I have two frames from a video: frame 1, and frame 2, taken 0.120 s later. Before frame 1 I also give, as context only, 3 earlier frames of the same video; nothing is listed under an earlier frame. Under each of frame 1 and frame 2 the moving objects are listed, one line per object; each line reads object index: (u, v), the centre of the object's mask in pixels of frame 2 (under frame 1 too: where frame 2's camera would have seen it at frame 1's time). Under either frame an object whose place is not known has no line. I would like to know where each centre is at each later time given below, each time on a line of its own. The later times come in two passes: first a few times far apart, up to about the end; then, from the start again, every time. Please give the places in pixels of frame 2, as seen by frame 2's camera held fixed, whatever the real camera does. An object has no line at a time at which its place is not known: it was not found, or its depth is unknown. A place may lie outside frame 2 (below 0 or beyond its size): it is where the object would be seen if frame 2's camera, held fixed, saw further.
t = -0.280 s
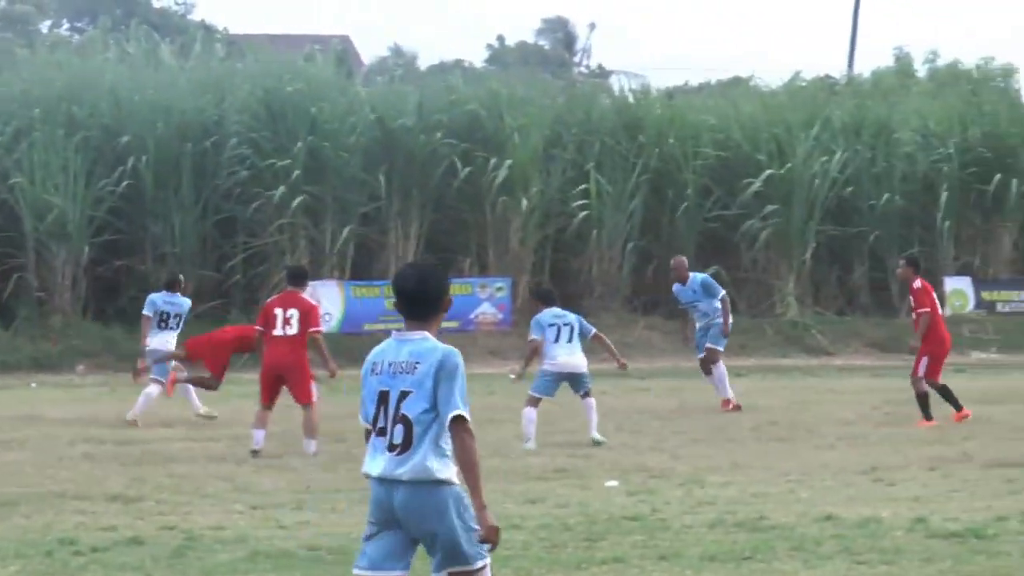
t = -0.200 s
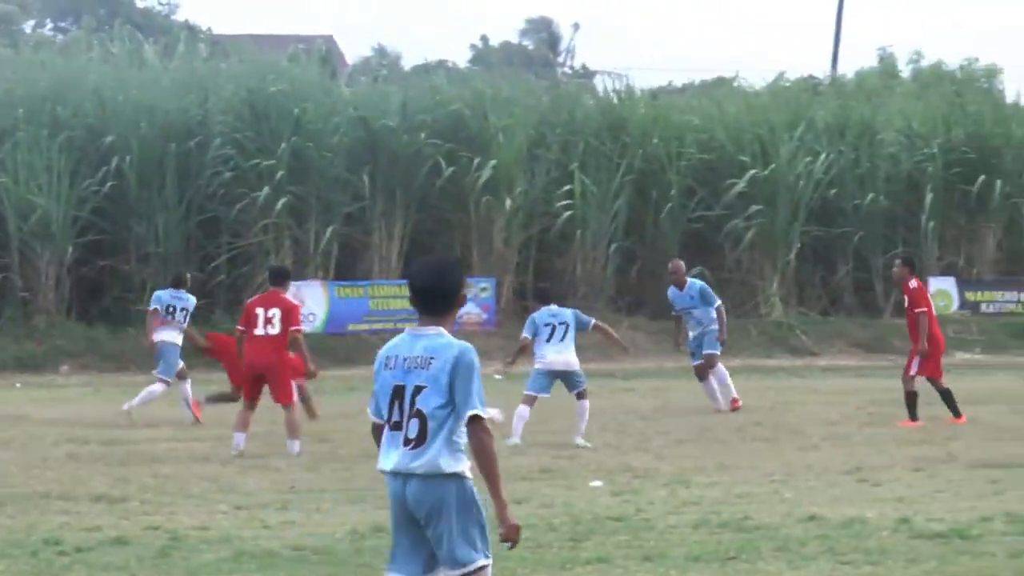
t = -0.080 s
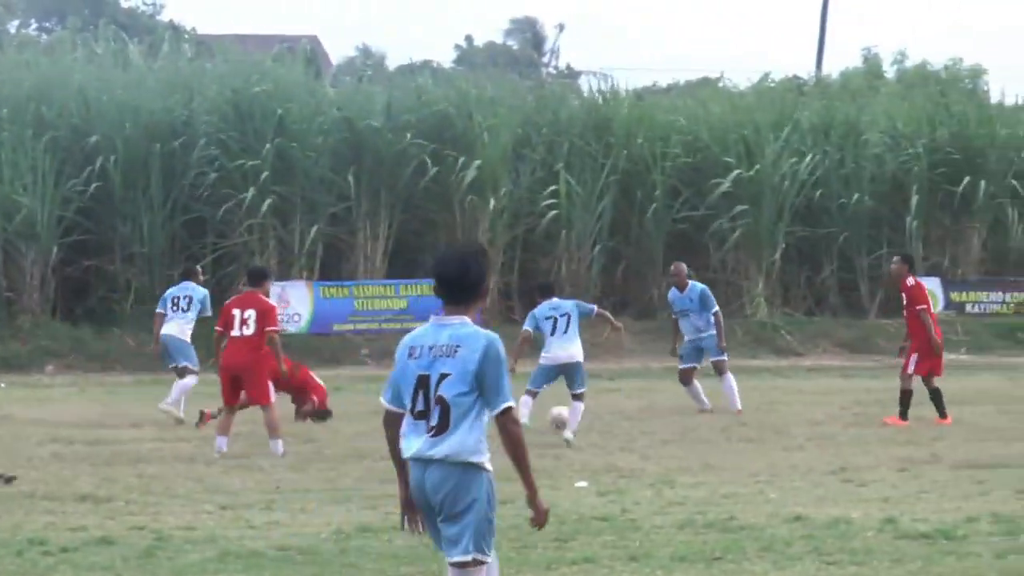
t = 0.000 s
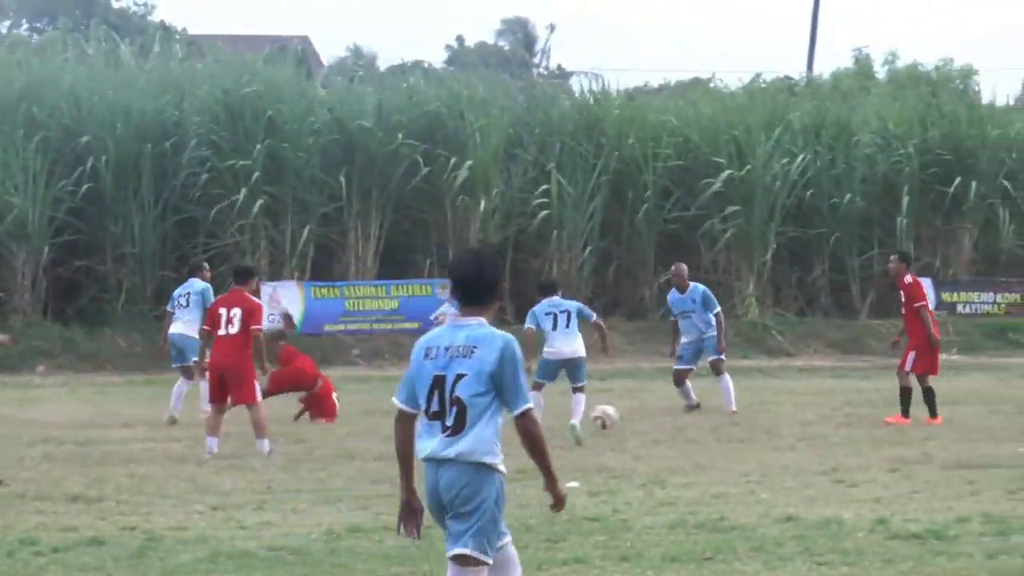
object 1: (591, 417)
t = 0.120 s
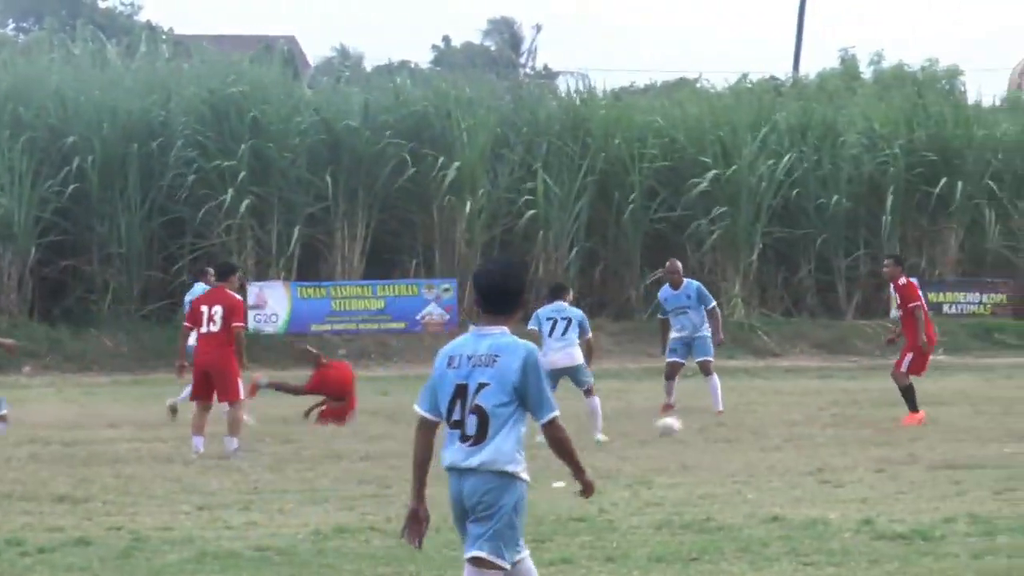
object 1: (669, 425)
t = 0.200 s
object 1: (716, 410)
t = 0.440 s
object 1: (859, 398)
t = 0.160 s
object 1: (694, 418)
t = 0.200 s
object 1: (716, 410)
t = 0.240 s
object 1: (740, 403)
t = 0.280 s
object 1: (764, 398)
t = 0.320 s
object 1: (787, 395)
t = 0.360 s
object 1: (811, 395)
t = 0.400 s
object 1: (835, 396)
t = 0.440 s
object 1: (859, 398)
